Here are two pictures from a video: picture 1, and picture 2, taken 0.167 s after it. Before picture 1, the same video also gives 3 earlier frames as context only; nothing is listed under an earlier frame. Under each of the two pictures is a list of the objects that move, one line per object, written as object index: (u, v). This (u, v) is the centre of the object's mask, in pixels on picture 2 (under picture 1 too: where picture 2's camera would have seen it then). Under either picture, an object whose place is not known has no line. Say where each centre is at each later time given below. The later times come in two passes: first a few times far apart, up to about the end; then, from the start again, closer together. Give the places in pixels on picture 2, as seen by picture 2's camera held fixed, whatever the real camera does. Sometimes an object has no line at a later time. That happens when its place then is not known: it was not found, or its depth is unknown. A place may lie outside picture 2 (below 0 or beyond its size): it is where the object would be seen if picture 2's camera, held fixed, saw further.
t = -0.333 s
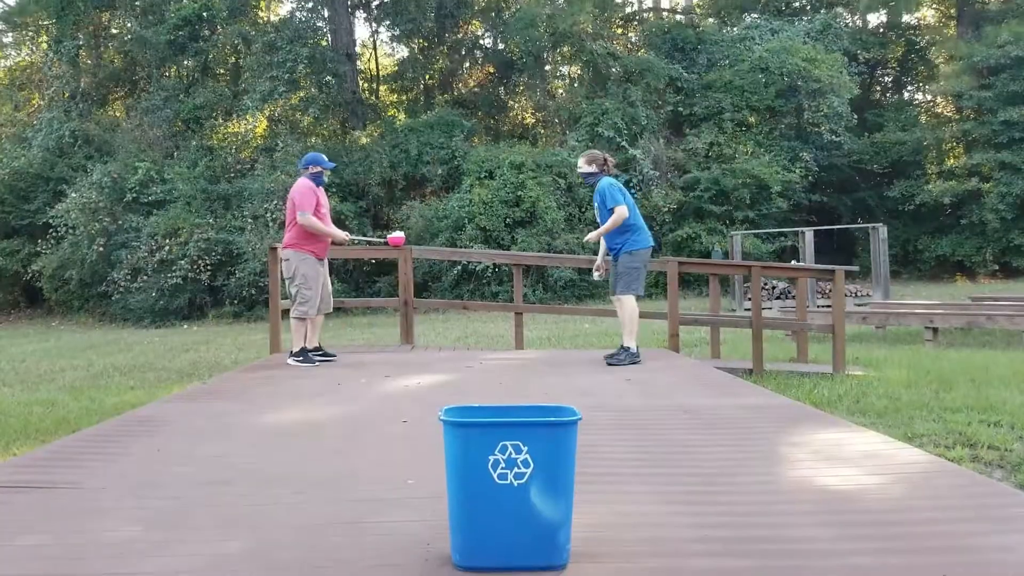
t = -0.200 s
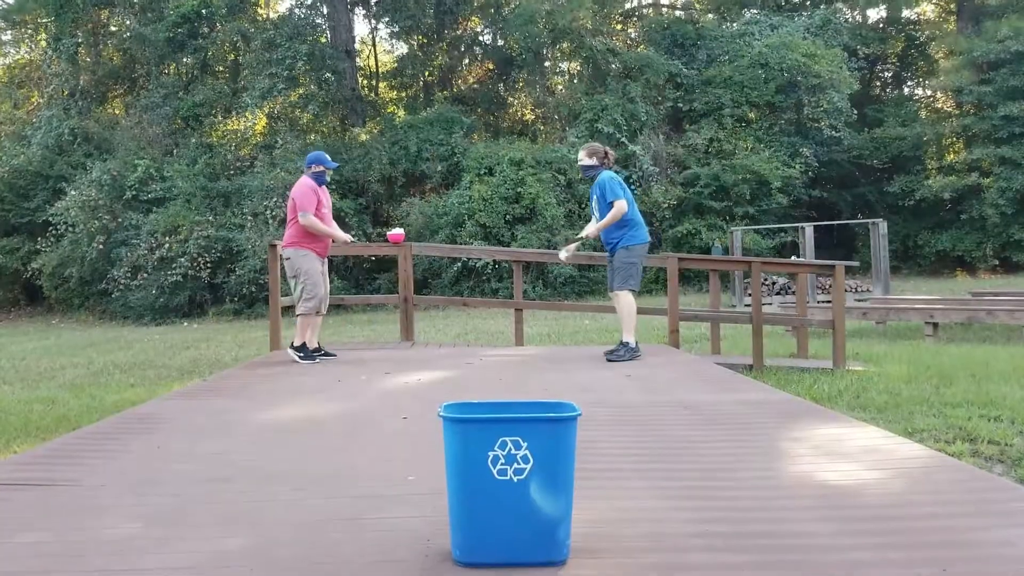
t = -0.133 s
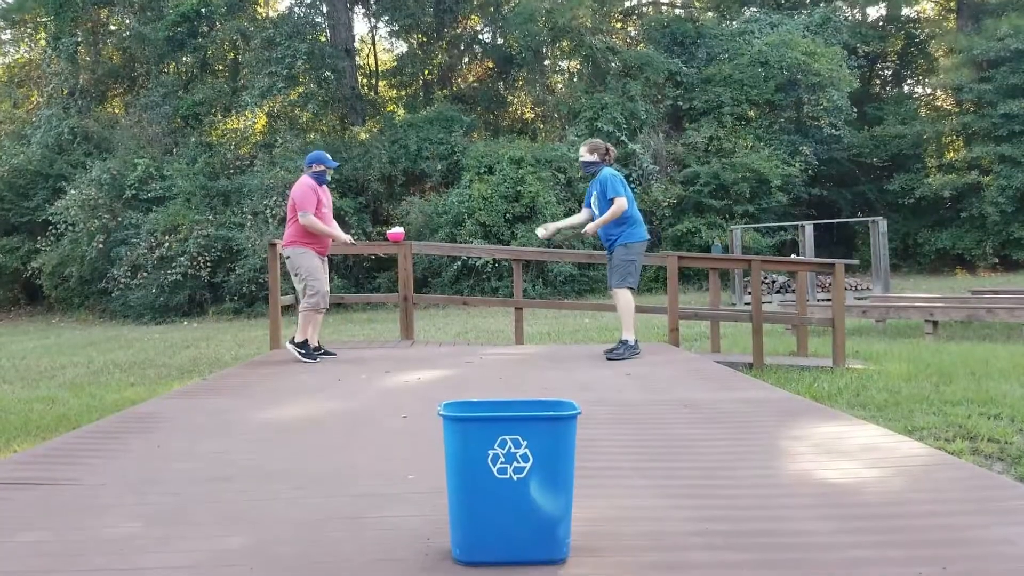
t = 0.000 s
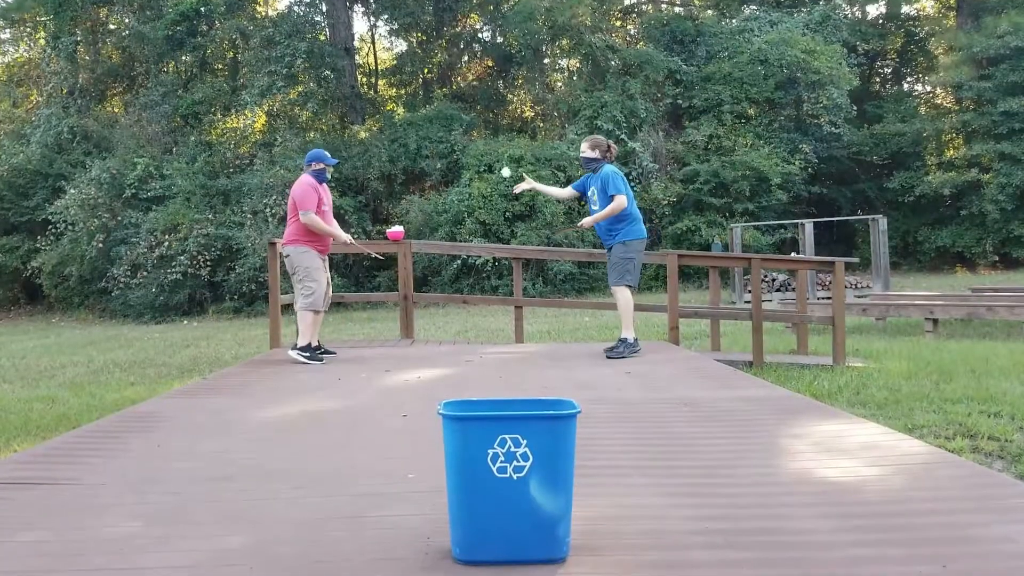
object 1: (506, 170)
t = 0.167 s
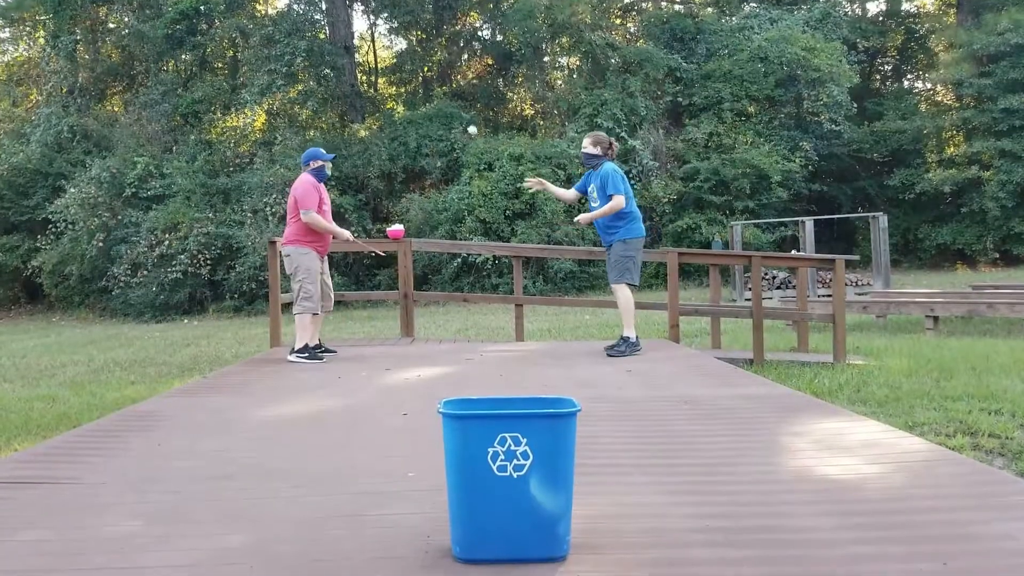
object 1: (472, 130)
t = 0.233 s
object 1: (460, 124)
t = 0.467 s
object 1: (424, 143)
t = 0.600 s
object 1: (408, 180)
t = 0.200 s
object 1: (466, 126)
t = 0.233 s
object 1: (460, 124)
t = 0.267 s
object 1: (455, 123)
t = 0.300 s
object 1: (449, 123)
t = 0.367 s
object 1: (438, 127)
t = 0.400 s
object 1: (433, 131)
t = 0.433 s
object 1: (428, 136)
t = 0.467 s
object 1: (424, 143)
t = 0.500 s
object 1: (419, 151)
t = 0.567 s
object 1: (412, 169)
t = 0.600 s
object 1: (408, 180)
